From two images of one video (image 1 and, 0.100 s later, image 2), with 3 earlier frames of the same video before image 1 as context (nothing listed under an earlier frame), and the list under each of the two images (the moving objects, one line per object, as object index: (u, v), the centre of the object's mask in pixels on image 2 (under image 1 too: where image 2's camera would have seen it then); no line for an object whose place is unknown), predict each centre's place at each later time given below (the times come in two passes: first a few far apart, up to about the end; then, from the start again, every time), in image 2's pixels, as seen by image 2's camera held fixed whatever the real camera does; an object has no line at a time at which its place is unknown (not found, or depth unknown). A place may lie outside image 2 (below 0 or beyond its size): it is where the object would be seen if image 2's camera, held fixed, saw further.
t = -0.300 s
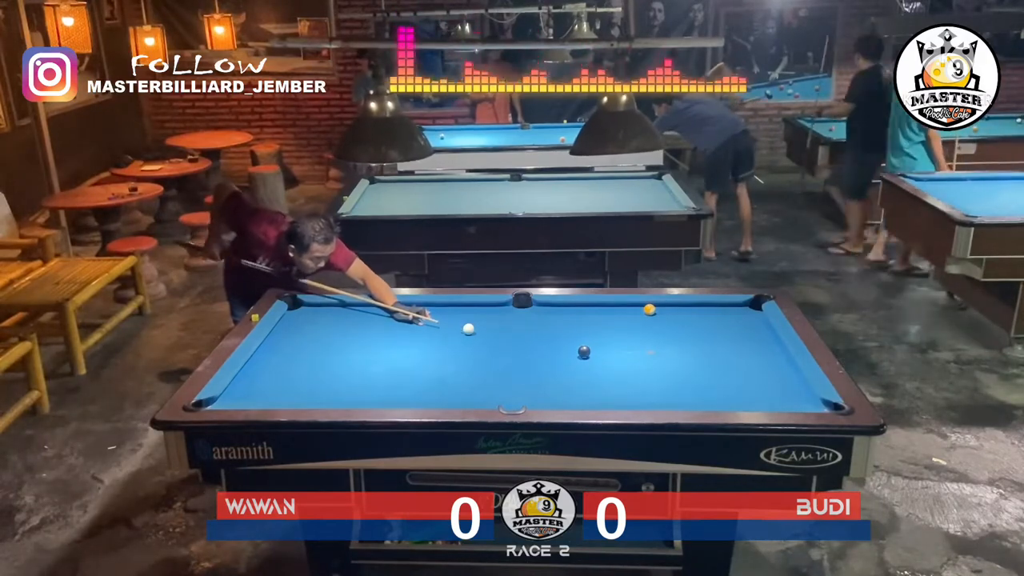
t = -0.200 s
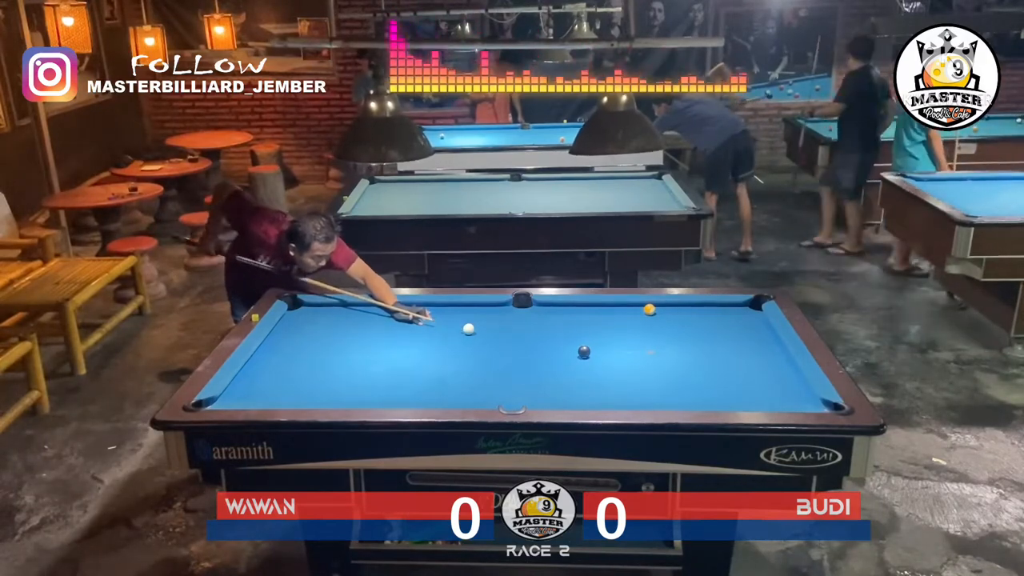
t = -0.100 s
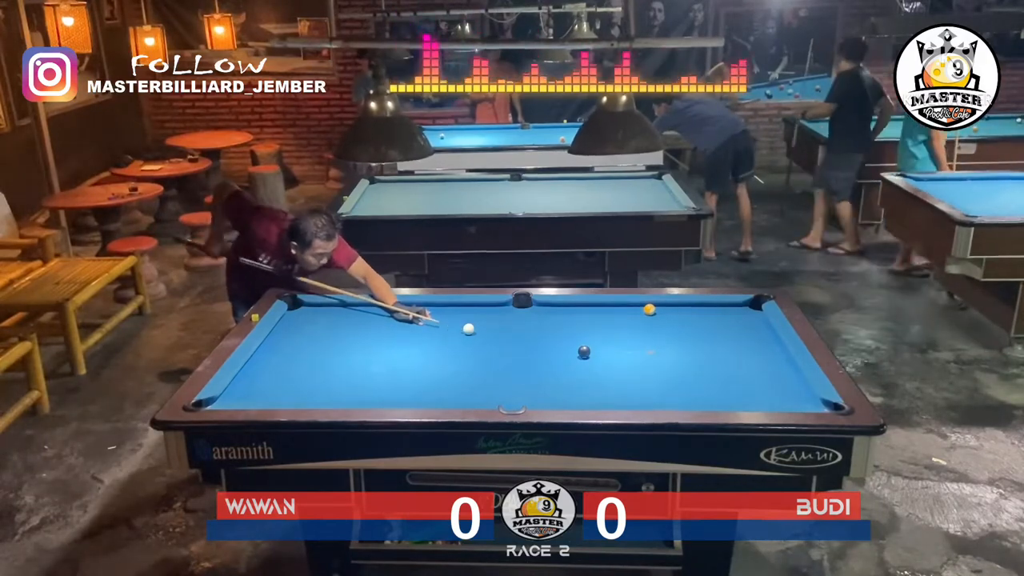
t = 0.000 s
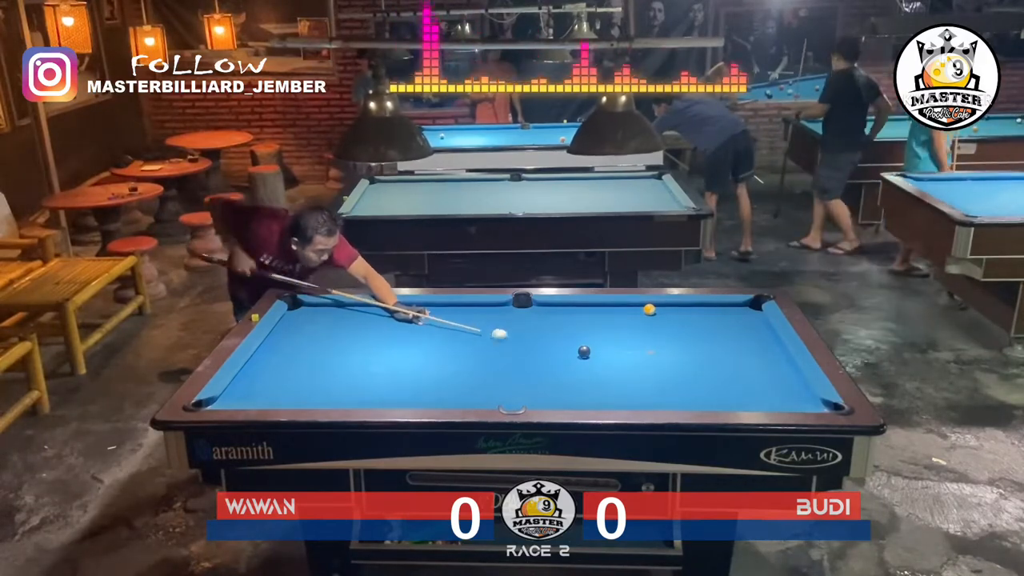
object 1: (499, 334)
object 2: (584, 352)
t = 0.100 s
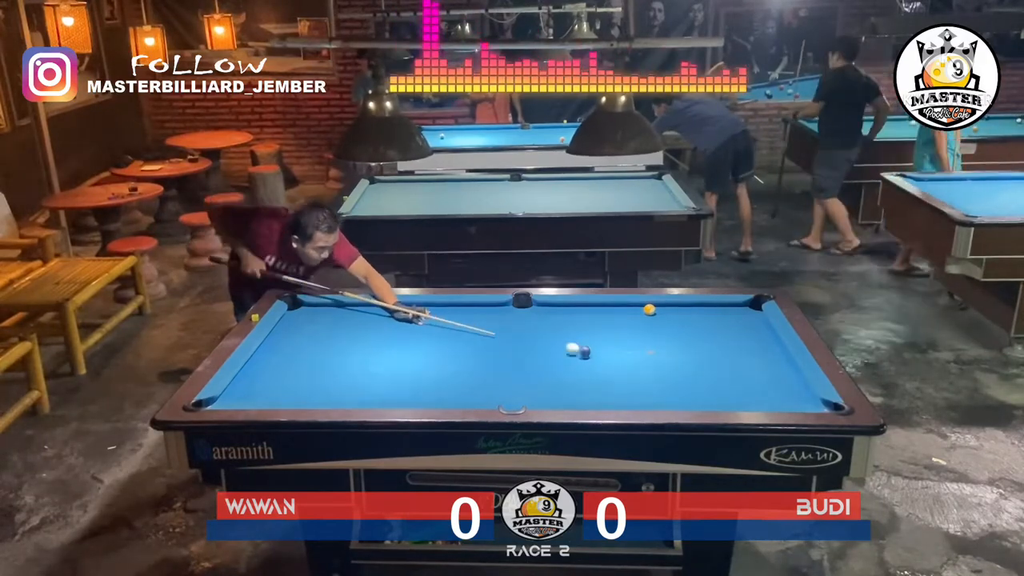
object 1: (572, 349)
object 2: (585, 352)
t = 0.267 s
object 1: (579, 347)
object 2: (684, 375)
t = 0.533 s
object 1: (591, 344)
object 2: (828, 406)
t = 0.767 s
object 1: (600, 343)
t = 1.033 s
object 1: (608, 342)
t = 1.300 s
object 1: (613, 341)
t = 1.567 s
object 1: (616, 341)
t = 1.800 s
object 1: (617, 341)
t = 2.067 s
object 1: (617, 341)
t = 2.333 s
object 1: (617, 341)
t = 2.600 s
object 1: (617, 341)
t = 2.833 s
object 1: (617, 341)
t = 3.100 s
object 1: (617, 341)
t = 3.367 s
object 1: (617, 341)
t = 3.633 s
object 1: (617, 341)
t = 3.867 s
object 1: (617, 341)
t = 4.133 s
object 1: (617, 341)
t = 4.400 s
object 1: (617, 341)
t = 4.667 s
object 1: (617, 341)
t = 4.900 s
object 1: (617, 341)
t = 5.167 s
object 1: (617, 341)
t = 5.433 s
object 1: (617, 341)
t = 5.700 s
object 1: (617, 341)
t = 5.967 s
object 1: (617, 341)
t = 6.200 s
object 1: (617, 341)
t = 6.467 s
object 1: (617, 341)
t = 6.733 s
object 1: (617, 341)
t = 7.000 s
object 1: (617, 341)
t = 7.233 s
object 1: (617, 341)
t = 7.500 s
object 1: (617, 341)
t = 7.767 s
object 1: (617, 341)
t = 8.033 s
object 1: (617, 341)
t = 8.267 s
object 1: (617, 341)
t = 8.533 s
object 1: (617, 341)
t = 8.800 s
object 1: (617, 341)
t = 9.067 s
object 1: (617, 341)
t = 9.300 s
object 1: (617, 341)
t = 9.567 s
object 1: (617, 341)
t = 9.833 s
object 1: (617, 341)
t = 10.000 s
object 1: (617, 341)
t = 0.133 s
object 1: (573, 348)
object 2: (605, 358)
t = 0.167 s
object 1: (574, 348)
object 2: (626, 362)
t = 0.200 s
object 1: (576, 347)
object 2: (646, 366)
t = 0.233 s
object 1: (577, 347)
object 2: (666, 371)
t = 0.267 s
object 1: (579, 347)
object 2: (684, 375)
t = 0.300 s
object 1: (581, 346)
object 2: (704, 380)
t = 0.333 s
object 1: (582, 346)
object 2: (721, 385)
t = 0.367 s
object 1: (584, 346)
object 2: (739, 388)
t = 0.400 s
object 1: (585, 345)
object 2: (757, 393)
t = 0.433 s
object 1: (587, 345)
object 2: (773, 396)
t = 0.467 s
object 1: (588, 345)
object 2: (791, 398)
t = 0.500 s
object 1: (590, 345)
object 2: (810, 402)
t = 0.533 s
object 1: (591, 344)
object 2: (828, 406)
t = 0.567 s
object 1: (593, 344)
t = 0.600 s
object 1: (594, 344)
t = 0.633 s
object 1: (595, 344)
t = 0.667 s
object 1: (597, 344)
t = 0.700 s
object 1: (598, 344)
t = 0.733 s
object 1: (599, 343)
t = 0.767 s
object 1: (600, 343)
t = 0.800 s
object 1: (601, 343)
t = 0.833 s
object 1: (602, 343)
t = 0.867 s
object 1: (603, 343)
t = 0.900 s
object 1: (604, 342)
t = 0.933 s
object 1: (605, 342)
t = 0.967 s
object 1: (606, 342)
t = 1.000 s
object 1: (607, 342)
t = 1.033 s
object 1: (608, 342)
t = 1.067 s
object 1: (609, 342)
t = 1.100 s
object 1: (609, 342)
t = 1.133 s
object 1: (610, 342)
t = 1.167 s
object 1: (611, 341)
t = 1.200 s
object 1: (612, 341)
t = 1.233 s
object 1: (612, 341)
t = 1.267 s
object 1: (613, 341)
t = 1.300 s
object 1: (613, 341)
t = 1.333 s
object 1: (614, 341)
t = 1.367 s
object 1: (614, 341)
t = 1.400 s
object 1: (615, 341)
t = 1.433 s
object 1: (615, 341)
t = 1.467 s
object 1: (615, 341)
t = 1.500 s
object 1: (616, 341)
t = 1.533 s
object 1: (616, 341)
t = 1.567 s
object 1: (616, 341)
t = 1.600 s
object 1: (616, 341)
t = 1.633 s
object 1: (617, 341)
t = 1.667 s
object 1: (617, 341)
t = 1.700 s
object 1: (617, 341)
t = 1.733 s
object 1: (617, 341)
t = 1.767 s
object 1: (617, 341)
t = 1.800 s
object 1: (617, 341)
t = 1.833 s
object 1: (617, 341)
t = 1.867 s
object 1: (617, 341)
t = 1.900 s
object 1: (617, 341)
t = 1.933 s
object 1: (617, 341)
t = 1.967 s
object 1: (617, 341)
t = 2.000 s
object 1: (617, 341)
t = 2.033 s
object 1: (617, 341)
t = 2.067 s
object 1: (617, 341)
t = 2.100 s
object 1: (617, 341)
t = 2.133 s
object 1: (617, 341)
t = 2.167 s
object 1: (617, 341)
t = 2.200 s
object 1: (617, 341)
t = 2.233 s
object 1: (617, 341)
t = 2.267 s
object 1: (617, 341)
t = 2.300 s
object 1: (617, 341)
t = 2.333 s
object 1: (617, 341)
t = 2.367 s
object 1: (617, 341)
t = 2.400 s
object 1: (617, 341)
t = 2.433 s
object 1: (617, 341)
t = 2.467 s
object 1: (617, 341)
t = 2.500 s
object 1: (617, 341)
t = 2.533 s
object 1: (617, 341)
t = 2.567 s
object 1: (617, 341)
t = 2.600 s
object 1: (617, 341)
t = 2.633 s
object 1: (617, 341)
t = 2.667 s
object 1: (617, 341)
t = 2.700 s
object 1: (617, 341)
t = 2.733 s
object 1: (617, 341)
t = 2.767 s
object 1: (617, 341)
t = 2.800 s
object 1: (617, 341)
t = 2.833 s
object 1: (617, 341)
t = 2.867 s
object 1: (617, 341)
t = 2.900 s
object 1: (617, 341)
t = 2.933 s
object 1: (617, 341)
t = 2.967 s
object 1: (617, 341)
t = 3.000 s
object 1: (617, 341)
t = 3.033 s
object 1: (617, 341)
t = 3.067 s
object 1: (617, 341)
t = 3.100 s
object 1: (617, 341)
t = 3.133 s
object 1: (617, 341)
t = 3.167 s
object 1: (617, 341)
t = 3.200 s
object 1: (617, 341)
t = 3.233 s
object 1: (617, 341)
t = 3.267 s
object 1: (617, 341)
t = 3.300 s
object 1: (617, 341)
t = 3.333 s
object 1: (617, 341)
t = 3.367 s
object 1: (617, 341)
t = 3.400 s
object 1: (617, 341)
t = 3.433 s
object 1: (617, 341)
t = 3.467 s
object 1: (617, 341)
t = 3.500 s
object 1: (617, 341)
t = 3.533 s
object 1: (617, 341)
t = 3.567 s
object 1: (617, 341)
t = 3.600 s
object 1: (617, 341)
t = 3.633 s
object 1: (617, 341)
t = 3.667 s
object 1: (617, 341)
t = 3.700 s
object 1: (617, 341)
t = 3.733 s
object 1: (617, 341)
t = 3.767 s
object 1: (617, 341)
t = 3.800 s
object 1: (617, 341)
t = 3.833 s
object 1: (617, 341)
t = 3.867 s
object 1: (617, 341)
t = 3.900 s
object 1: (617, 341)
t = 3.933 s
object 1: (617, 341)
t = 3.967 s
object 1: (617, 341)
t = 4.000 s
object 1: (617, 341)
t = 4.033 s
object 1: (617, 341)
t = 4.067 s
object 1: (617, 341)
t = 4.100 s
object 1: (617, 341)
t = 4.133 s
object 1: (617, 341)
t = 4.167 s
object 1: (617, 341)
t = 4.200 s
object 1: (617, 341)
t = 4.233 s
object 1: (617, 341)
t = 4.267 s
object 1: (617, 341)
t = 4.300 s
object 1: (617, 341)
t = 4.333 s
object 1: (617, 341)
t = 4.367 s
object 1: (617, 341)
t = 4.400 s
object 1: (617, 341)
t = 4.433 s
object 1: (617, 341)
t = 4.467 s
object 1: (617, 341)
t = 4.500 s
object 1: (617, 341)
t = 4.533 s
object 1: (617, 341)
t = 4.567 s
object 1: (617, 341)
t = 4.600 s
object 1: (617, 341)
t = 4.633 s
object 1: (617, 341)
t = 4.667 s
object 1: (617, 341)
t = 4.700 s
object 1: (617, 341)
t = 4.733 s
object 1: (617, 341)
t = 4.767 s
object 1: (617, 341)
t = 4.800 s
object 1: (617, 341)
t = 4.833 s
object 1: (617, 341)
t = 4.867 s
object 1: (617, 341)
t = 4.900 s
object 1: (617, 341)
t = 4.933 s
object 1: (618, 342)
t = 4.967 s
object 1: (616, 340)
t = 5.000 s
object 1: (617, 341)
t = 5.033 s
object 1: (617, 341)
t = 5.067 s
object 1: (617, 341)
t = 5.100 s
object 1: (617, 341)
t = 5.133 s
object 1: (617, 341)
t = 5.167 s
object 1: (617, 341)
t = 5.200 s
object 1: (617, 341)
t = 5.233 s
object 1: (617, 341)
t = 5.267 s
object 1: (617, 341)
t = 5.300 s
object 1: (617, 341)
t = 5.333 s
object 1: (617, 341)
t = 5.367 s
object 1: (617, 341)
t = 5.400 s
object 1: (617, 341)
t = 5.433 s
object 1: (617, 341)
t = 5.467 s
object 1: (617, 341)
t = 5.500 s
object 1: (617, 341)
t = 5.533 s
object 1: (617, 341)
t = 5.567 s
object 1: (617, 341)
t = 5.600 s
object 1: (617, 341)
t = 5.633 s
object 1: (617, 341)
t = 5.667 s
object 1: (617, 341)
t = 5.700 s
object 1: (617, 341)
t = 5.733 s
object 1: (617, 341)
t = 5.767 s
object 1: (617, 341)
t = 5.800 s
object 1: (617, 341)
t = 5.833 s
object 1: (617, 341)
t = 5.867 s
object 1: (617, 341)
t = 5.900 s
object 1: (617, 341)
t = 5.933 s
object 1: (617, 341)
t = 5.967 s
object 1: (617, 341)
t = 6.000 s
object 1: (617, 341)
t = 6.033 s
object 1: (617, 341)
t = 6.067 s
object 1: (617, 341)
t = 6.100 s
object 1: (617, 341)
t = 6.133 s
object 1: (617, 341)
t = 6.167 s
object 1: (617, 341)
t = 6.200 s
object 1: (617, 341)
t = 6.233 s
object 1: (617, 341)
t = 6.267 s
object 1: (617, 341)
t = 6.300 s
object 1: (617, 341)
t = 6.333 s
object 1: (617, 341)
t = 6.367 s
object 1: (617, 341)
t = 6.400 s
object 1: (617, 341)
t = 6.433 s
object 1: (617, 341)
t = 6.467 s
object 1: (617, 341)
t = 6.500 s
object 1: (617, 341)
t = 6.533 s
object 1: (617, 341)
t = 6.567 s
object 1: (617, 341)
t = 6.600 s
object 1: (617, 341)
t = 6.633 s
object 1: (617, 341)
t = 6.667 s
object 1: (617, 341)
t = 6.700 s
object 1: (616, 341)
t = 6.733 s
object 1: (617, 341)
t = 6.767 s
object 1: (617, 341)
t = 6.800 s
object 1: (617, 341)
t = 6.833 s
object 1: (617, 341)
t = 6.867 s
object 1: (617, 341)
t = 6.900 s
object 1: (617, 341)
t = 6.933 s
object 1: (617, 341)
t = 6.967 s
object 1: (617, 341)
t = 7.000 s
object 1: (617, 341)
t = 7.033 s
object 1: (617, 341)
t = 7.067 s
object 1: (617, 341)
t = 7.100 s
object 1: (617, 341)
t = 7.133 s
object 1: (617, 341)
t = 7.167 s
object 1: (617, 341)
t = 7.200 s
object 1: (617, 341)
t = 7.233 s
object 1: (617, 341)
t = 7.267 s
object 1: (617, 341)
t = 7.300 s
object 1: (617, 341)
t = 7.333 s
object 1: (617, 341)
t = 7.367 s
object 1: (617, 341)
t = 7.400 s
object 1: (617, 341)
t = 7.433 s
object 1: (617, 341)
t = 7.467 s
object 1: (617, 341)
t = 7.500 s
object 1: (617, 341)
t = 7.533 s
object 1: (617, 341)
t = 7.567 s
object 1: (617, 341)
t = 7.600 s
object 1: (617, 341)
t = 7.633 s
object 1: (617, 341)
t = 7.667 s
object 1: (617, 341)
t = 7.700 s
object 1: (617, 341)
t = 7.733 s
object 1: (617, 341)
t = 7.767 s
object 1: (617, 341)
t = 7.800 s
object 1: (617, 341)
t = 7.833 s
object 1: (617, 341)
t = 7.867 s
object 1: (617, 341)
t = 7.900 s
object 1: (617, 341)
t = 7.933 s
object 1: (617, 341)
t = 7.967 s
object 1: (617, 341)
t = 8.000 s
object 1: (617, 341)
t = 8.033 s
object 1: (617, 341)
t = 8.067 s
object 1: (617, 341)
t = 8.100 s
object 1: (617, 341)
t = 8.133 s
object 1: (617, 341)
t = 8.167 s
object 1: (617, 341)
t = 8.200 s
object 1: (617, 341)
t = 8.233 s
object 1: (617, 341)
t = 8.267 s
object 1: (617, 341)
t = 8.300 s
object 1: (617, 341)
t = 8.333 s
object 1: (617, 341)
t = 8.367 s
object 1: (617, 341)
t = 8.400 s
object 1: (617, 341)
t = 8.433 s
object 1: (617, 341)
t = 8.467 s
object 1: (617, 341)
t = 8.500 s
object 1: (617, 341)
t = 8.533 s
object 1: (617, 341)
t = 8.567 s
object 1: (617, 341)
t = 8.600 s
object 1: (617, 341)
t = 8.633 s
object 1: (617, 341)
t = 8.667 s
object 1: (617, 341)
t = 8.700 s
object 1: (617, 341)
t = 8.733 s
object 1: (617, 341)
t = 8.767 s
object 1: (617, 341)
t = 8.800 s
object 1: (617, 341)
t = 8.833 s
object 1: (617, 341)
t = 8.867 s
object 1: (617, 341)
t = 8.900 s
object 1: (617, 341)
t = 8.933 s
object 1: (617, 341)
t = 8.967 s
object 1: (617, 341)
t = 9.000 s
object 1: (617, 341)
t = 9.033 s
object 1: (617, 341)
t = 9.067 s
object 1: (617, 341)
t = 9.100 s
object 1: (617, 341)
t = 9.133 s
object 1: (617, 341)
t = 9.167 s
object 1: (617, 341)
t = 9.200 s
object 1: (617, 341)
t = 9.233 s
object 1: (617, 341)
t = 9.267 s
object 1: (617, 341)
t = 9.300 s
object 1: (617, 341)
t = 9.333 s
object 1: (617, 341)
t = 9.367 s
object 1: (617, 341)
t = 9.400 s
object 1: (617, 341)
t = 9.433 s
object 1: (617, 341)
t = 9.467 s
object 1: (617, 341)
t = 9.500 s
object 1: (617, 341)
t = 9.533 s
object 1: (617, 341)
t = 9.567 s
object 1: (617, 341)
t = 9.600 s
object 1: (617, 341)
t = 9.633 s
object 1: (617, 341)
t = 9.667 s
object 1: (617, 341)
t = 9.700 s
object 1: (617, 341)
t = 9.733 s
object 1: (617, 341)
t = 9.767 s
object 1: (617, 341)
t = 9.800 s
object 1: (617, 341)
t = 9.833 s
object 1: (617, 341)
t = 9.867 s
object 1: (617, 341)
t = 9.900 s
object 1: (617, 341)
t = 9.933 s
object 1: (617, 341)
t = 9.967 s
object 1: (617, 341)
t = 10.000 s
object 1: (617, 341)
